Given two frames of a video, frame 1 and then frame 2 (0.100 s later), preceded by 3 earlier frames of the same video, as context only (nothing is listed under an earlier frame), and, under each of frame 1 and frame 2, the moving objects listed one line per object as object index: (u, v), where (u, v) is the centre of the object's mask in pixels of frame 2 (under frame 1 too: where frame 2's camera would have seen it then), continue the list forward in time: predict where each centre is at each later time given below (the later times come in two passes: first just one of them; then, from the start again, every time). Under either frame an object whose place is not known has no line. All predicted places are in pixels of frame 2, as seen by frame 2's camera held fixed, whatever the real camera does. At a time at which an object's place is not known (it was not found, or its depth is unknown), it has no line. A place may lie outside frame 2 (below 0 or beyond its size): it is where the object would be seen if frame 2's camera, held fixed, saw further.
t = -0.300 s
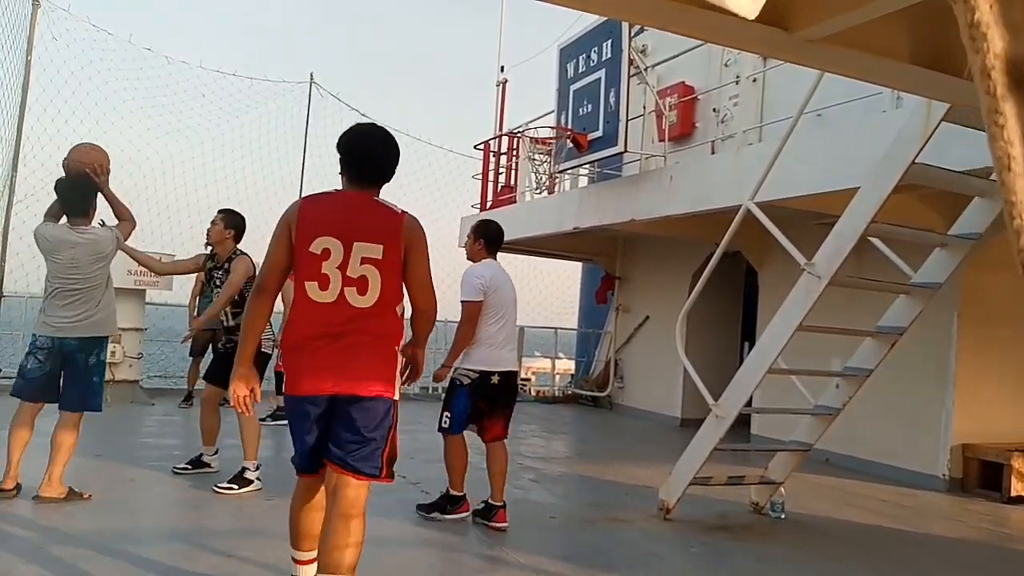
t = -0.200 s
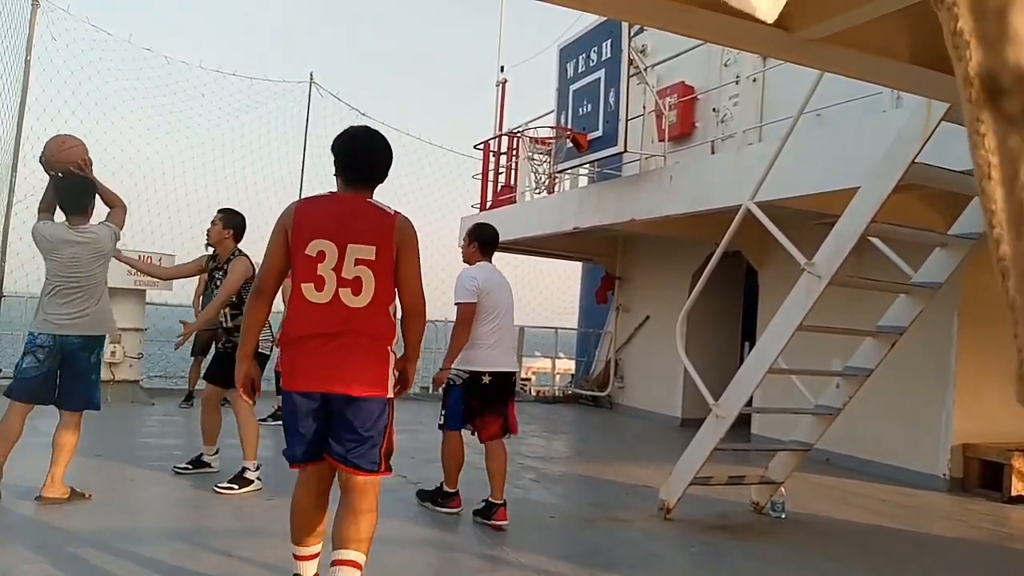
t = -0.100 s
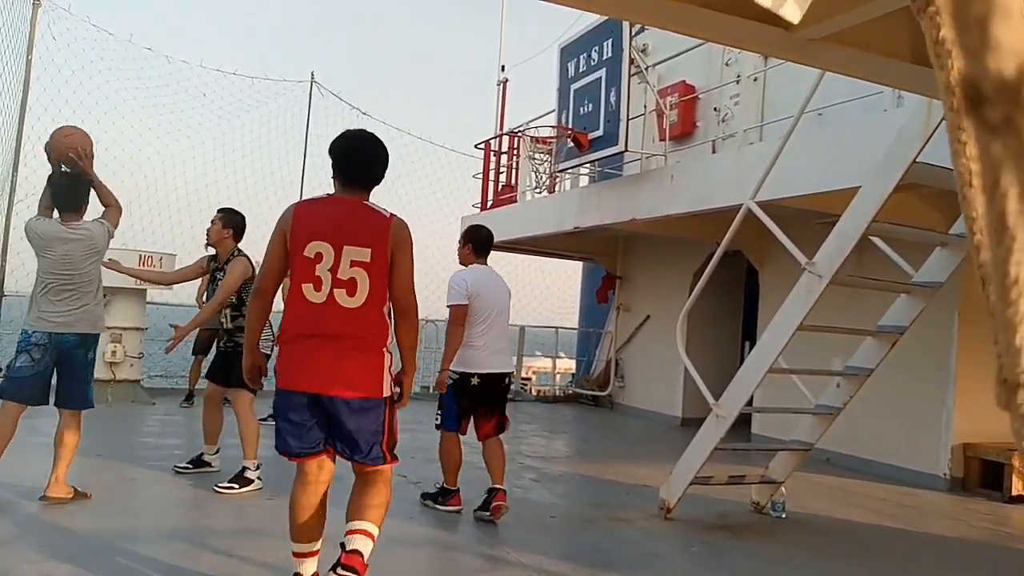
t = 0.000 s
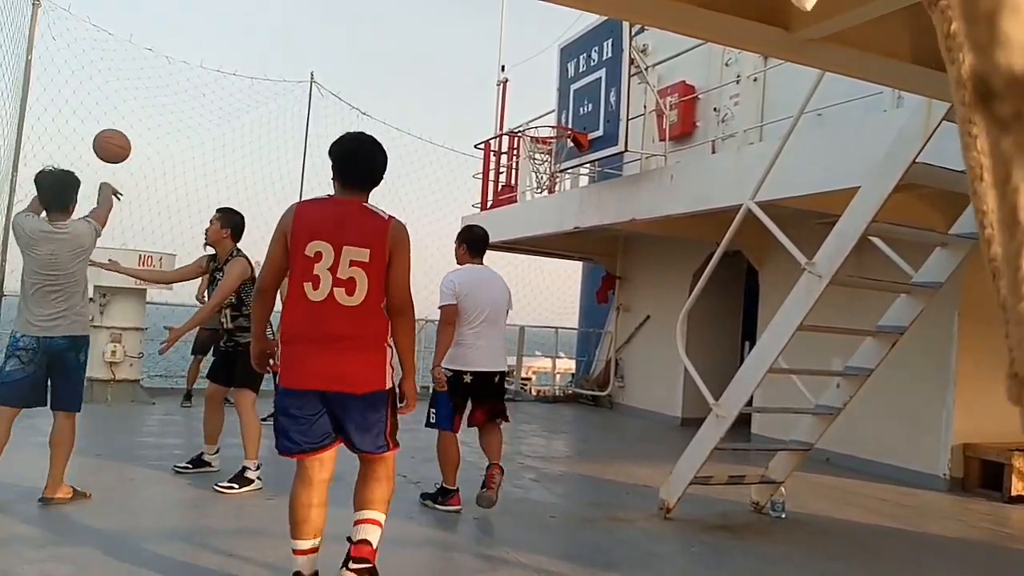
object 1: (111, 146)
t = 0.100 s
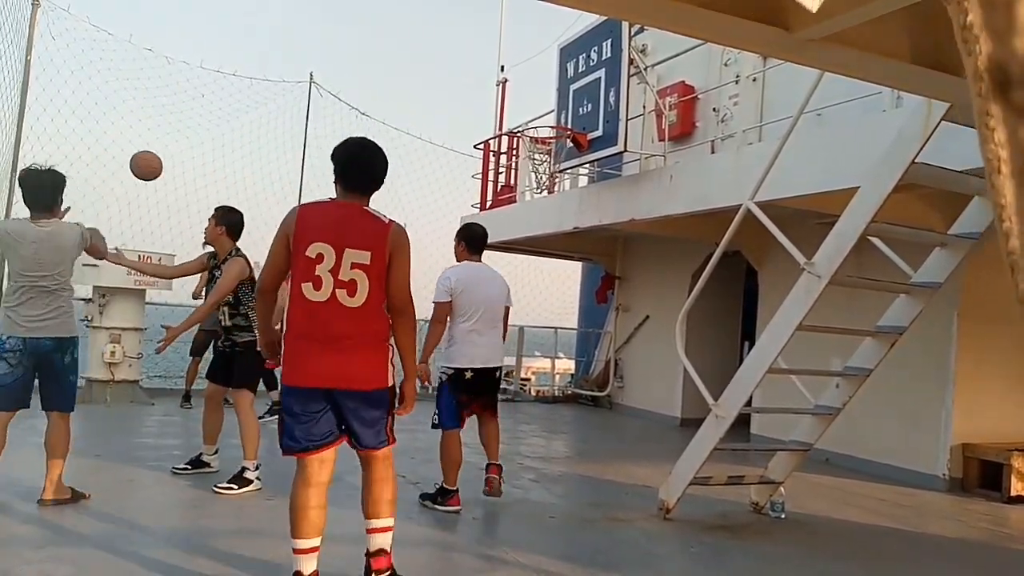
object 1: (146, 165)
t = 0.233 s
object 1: (179, 202)
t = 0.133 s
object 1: (155, 174)
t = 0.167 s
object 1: (164, 182)
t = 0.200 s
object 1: (172, 192)
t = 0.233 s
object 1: (179, 202)
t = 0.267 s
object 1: (187, 212)
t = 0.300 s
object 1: (193, 223)
